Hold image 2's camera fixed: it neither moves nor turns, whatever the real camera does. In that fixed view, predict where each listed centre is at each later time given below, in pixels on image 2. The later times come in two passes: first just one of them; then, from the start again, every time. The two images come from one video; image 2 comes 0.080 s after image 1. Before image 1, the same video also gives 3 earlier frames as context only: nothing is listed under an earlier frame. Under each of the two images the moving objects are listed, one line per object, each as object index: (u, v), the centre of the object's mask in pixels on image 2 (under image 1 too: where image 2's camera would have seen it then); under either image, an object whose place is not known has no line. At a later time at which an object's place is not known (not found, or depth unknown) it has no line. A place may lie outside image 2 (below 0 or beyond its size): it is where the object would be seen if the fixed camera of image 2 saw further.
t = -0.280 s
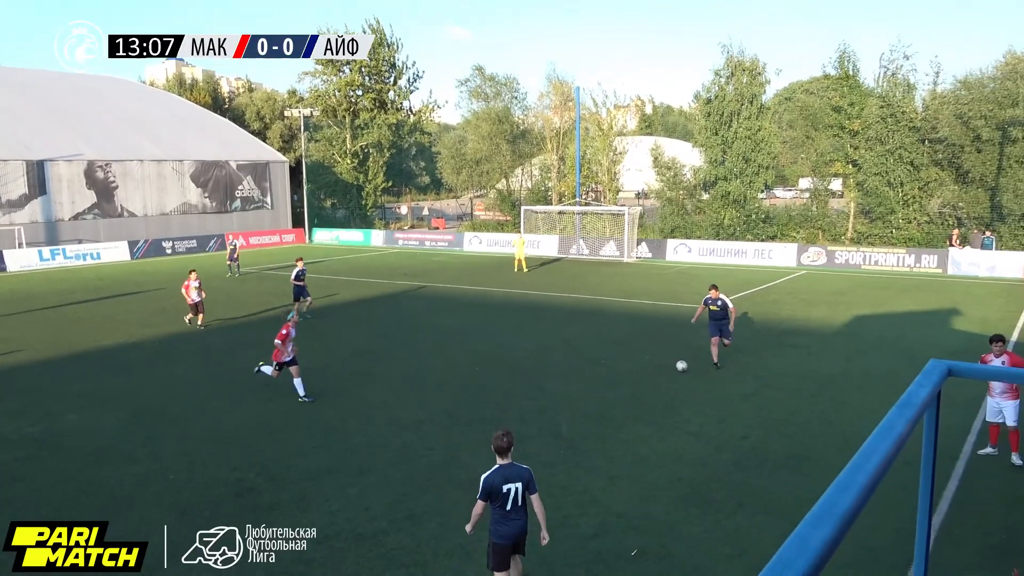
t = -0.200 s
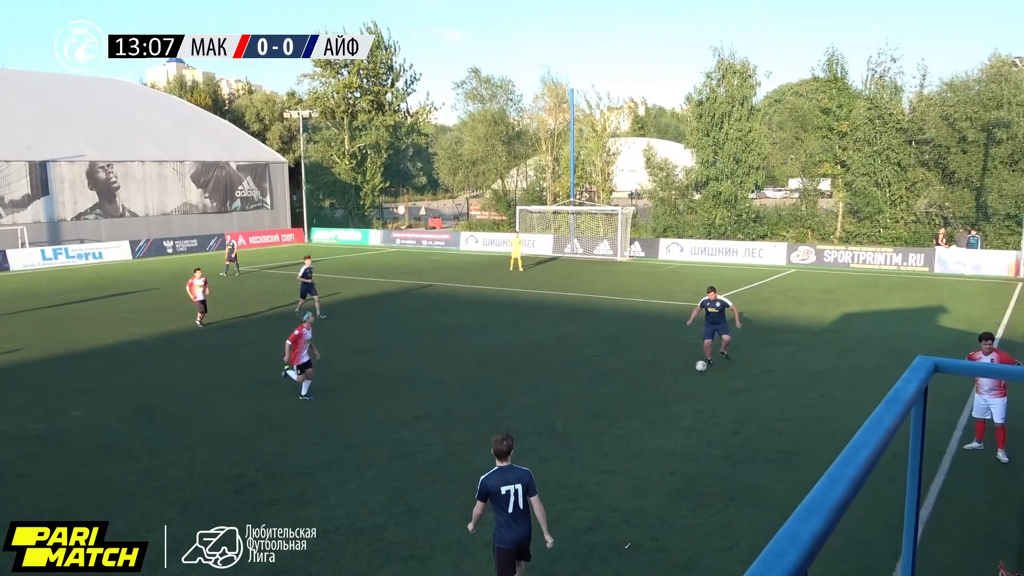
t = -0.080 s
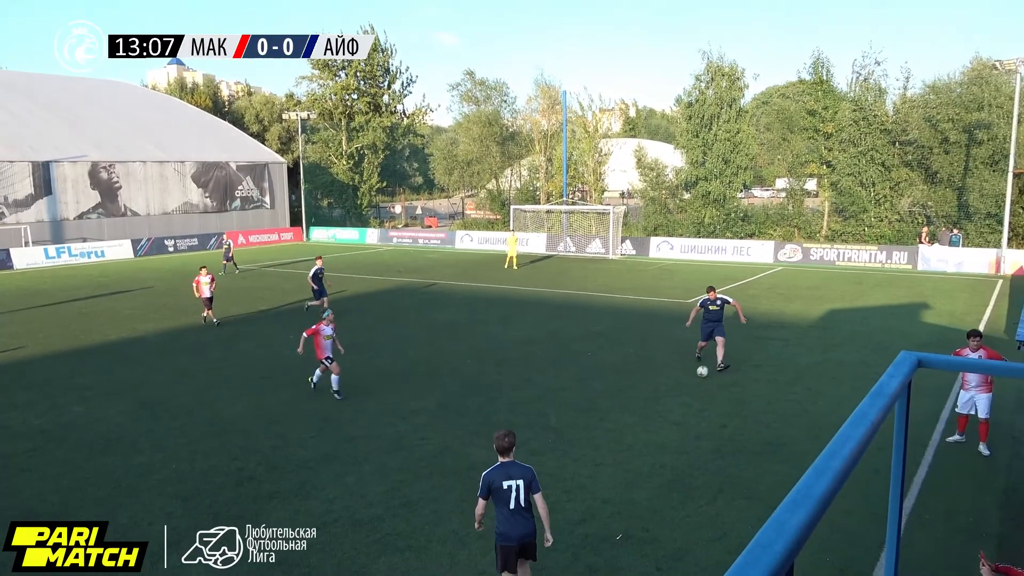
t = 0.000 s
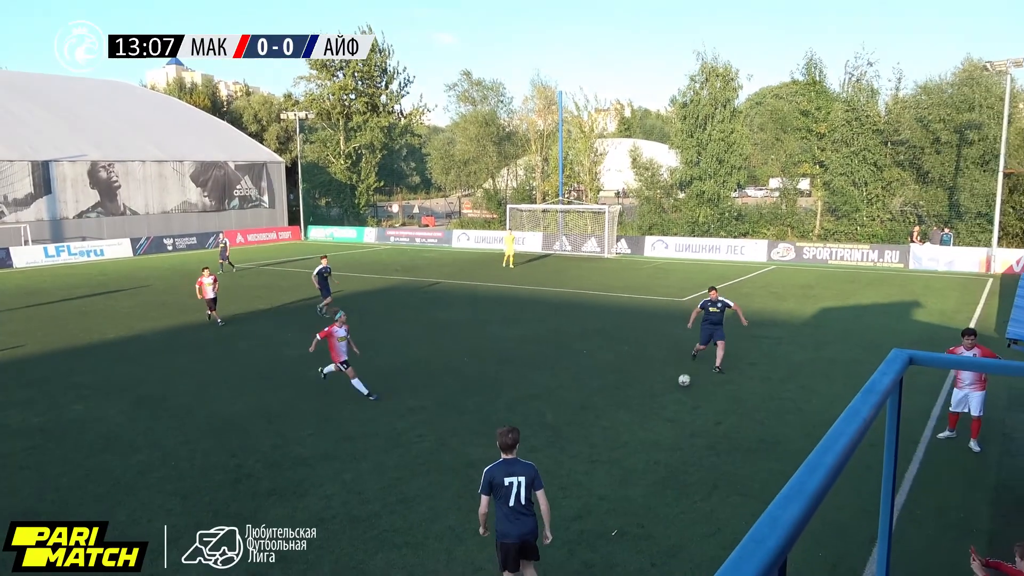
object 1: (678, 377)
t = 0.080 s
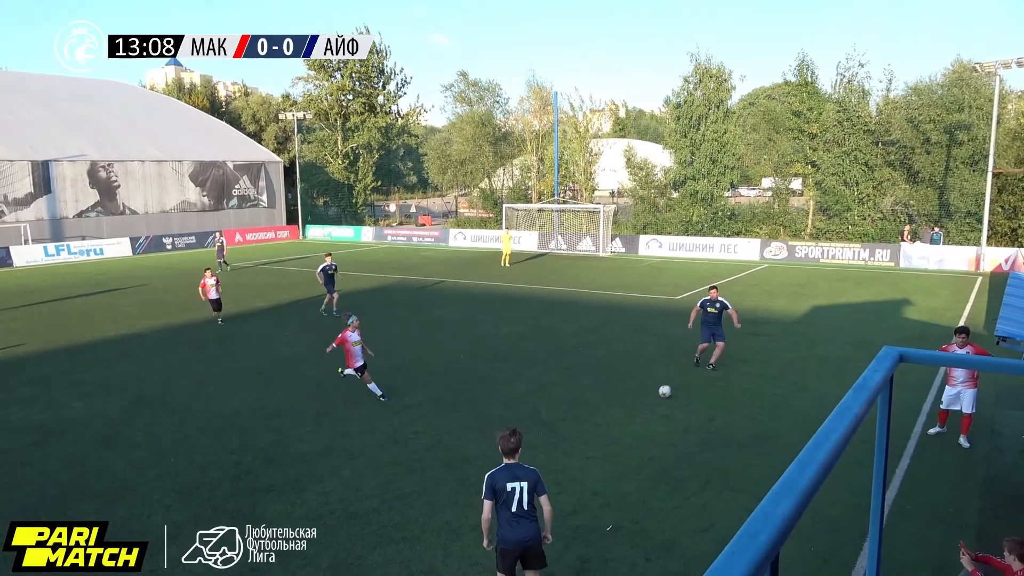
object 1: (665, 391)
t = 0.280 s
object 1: (630, 429)
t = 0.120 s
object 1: (658, 400)
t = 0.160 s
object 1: (651, 405)
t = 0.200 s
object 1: (644, 412)
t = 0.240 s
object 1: (637, 420)
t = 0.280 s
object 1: (630, 429)
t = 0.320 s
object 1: (623, 437)
